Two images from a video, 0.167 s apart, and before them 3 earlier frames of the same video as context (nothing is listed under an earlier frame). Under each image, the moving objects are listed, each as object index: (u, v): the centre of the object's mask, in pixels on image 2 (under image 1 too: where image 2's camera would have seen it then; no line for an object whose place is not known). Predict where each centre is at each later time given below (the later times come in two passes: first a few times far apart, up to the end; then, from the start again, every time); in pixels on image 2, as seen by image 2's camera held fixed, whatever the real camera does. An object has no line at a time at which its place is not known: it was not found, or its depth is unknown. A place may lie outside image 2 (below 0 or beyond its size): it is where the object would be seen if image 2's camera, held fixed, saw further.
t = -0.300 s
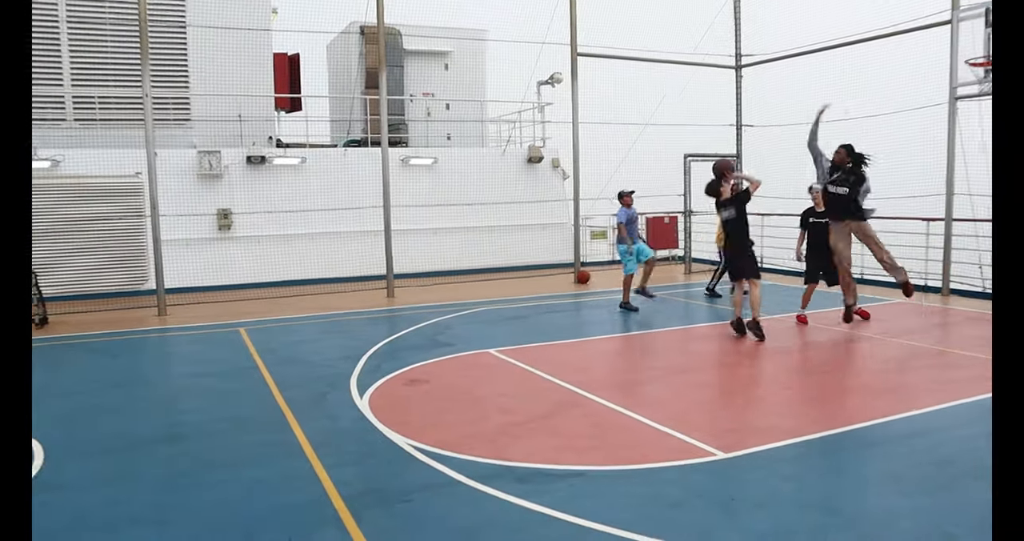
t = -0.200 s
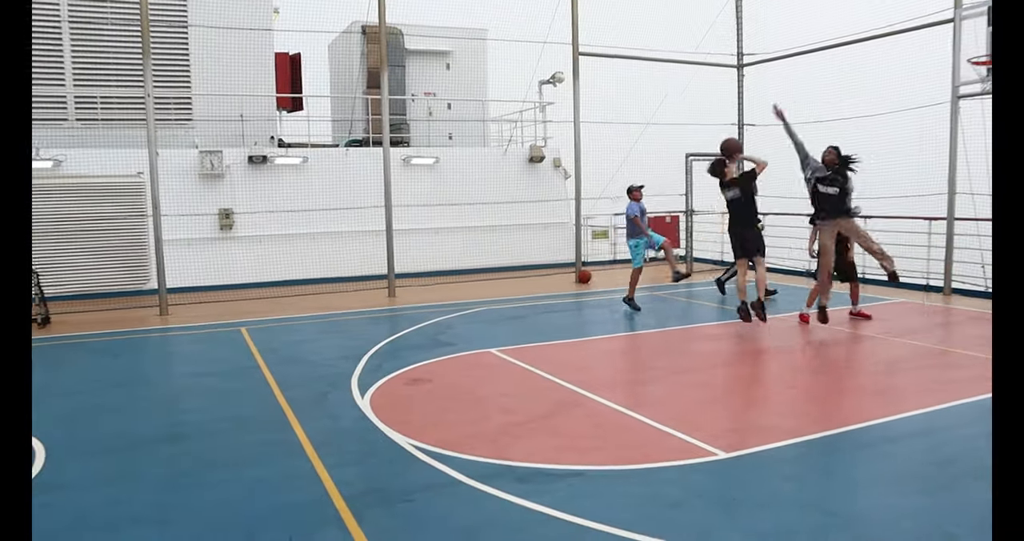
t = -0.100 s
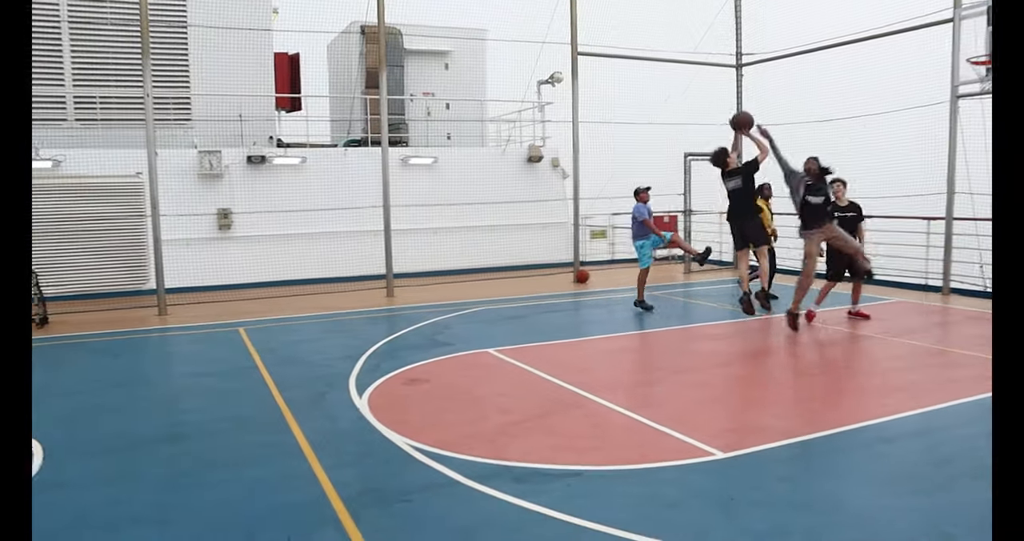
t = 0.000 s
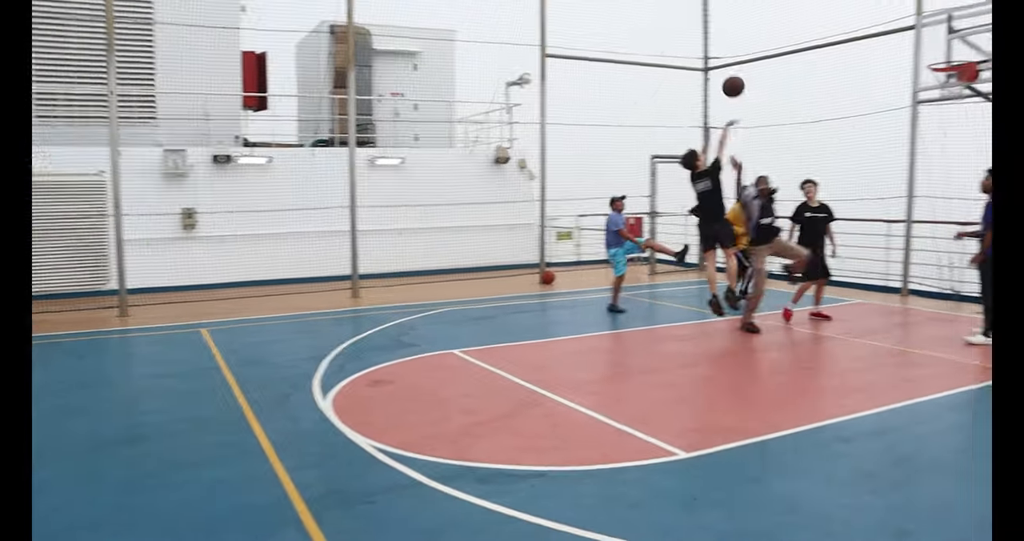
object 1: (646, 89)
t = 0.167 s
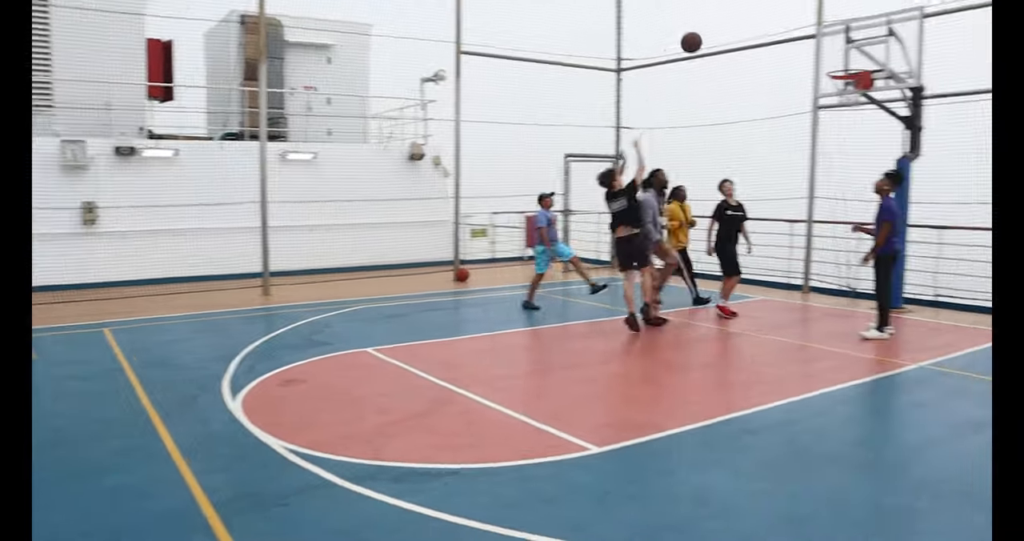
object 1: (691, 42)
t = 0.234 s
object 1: (709, 31)
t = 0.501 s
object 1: (778, 25)
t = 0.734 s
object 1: (828, 61)
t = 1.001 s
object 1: (817, 47)
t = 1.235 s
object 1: (807, 89)
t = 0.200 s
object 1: (700, 36)
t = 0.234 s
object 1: (709, 31)
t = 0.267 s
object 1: (718, 27)
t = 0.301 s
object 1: (727, 24)
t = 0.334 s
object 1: (736, 21)
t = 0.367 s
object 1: (744, 20)
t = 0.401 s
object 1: (752, 20)
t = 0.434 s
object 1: (761, 21)
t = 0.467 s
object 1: (770, 23)
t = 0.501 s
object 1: (778, 25)
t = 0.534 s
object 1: (786, 29)
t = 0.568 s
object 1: (795, 34)
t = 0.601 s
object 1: (803, 39)
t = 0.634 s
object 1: (810, 46)
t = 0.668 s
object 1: (818, 53)
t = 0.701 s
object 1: (827, 62)
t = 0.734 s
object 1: (828, 61)
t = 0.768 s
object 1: (827, 56)
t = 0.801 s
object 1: (825, 52)
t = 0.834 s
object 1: (824, 49)
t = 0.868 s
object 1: (822, 46)
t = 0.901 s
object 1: (821, 45)
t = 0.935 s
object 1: (820, 45)
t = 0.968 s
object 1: (818, 45)
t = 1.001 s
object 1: (817, 47)
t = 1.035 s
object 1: (815, 50)
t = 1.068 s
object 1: (814, 53)
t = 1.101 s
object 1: (812, 58)
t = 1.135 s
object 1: (811, 64)
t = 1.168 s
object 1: (810, 71)
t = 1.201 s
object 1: (809, 80)
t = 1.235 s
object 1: (807, 89)
